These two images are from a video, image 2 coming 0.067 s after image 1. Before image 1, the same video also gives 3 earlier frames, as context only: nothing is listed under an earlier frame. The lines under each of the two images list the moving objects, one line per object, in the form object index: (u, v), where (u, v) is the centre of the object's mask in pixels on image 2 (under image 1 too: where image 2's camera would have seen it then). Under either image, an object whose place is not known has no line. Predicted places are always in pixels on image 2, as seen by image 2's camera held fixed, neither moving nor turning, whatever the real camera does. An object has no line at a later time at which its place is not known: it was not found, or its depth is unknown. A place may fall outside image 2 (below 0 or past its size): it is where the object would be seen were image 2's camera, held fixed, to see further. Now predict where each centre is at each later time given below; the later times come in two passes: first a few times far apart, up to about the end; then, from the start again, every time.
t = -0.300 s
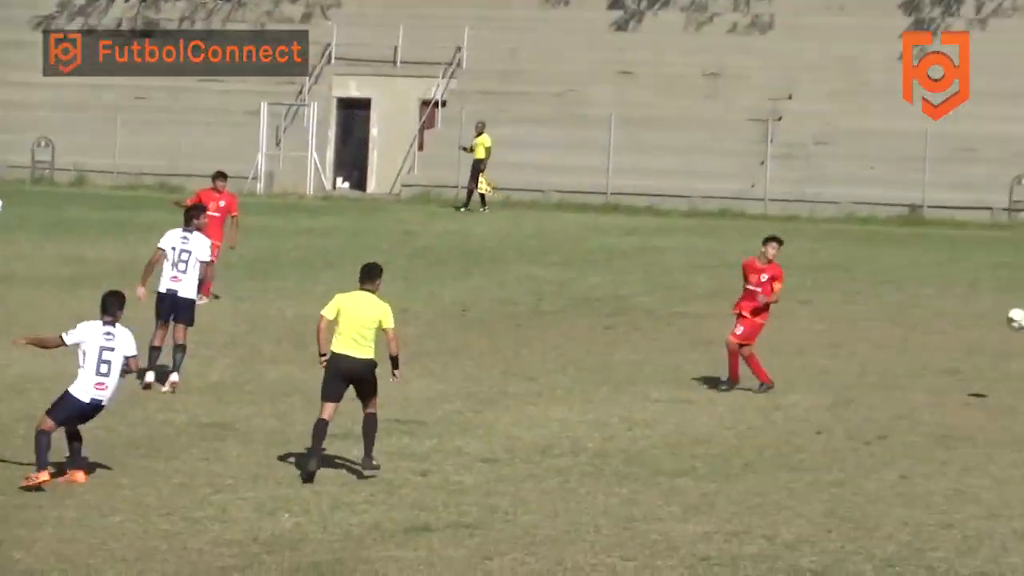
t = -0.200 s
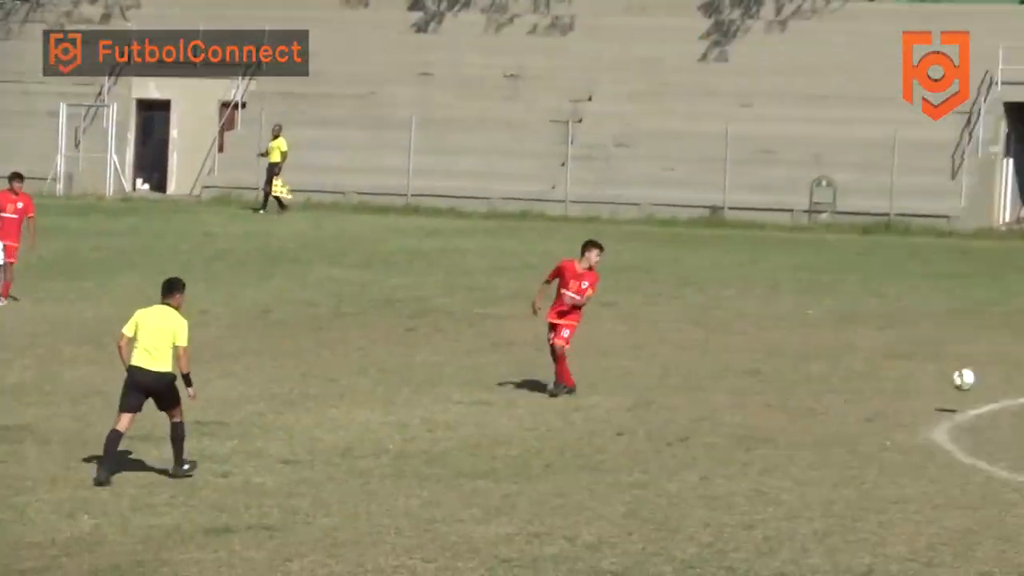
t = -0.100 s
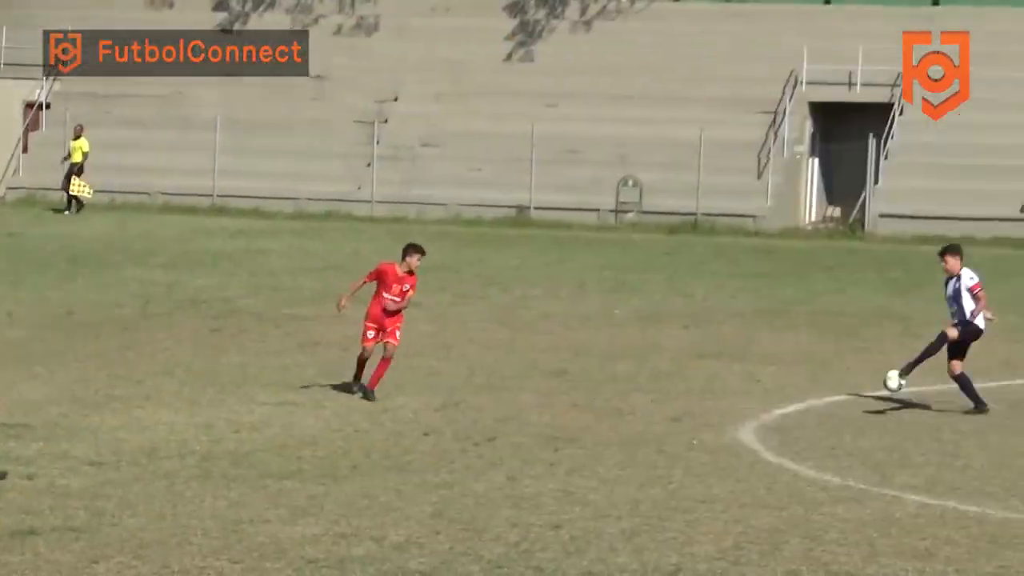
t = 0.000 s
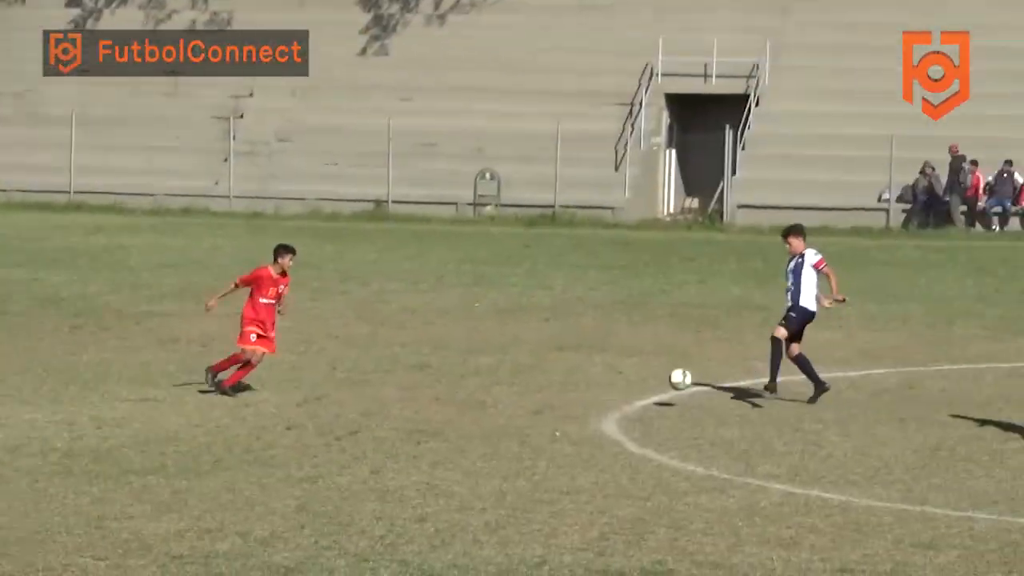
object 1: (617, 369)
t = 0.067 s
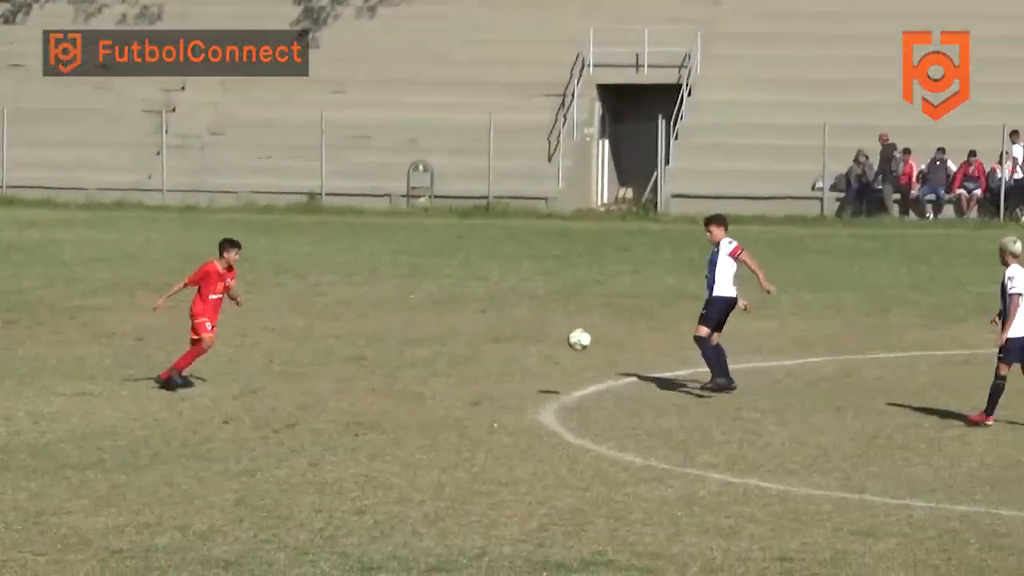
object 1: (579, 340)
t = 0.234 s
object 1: (484, 286)
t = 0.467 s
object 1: (355, 263)
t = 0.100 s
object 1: (560, 326)
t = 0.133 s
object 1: (541, 315)
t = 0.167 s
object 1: (521, 304)
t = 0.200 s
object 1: (503, 294)
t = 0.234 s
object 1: (484, 286)
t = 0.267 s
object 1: (466, 280)
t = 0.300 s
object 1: (448, 273)
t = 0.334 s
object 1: (429, 269)
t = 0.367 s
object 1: (411, 266)
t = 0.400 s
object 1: (392, 263)
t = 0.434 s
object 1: (374, 262)
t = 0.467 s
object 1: (355, 263)
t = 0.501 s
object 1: (336, 263)
